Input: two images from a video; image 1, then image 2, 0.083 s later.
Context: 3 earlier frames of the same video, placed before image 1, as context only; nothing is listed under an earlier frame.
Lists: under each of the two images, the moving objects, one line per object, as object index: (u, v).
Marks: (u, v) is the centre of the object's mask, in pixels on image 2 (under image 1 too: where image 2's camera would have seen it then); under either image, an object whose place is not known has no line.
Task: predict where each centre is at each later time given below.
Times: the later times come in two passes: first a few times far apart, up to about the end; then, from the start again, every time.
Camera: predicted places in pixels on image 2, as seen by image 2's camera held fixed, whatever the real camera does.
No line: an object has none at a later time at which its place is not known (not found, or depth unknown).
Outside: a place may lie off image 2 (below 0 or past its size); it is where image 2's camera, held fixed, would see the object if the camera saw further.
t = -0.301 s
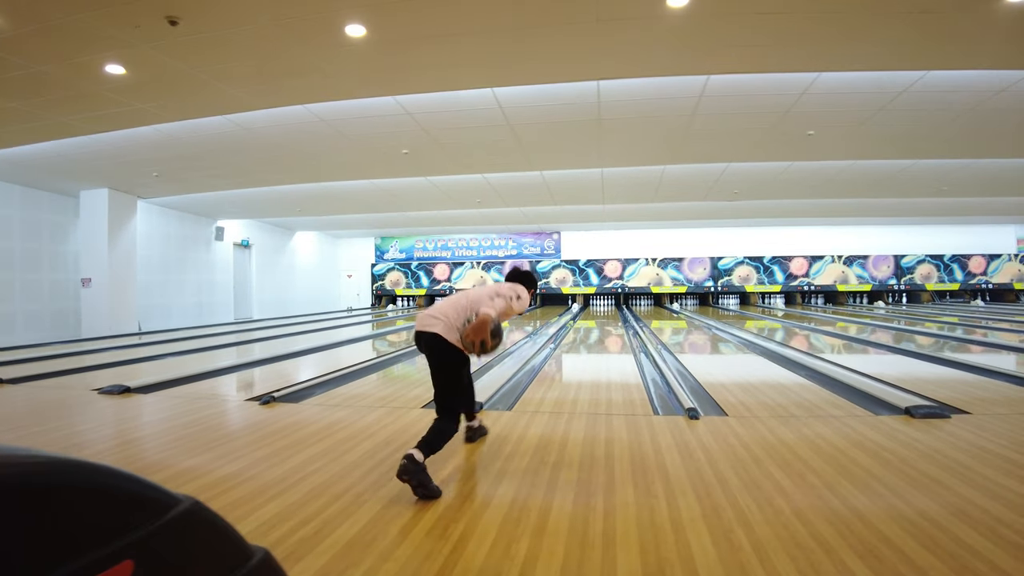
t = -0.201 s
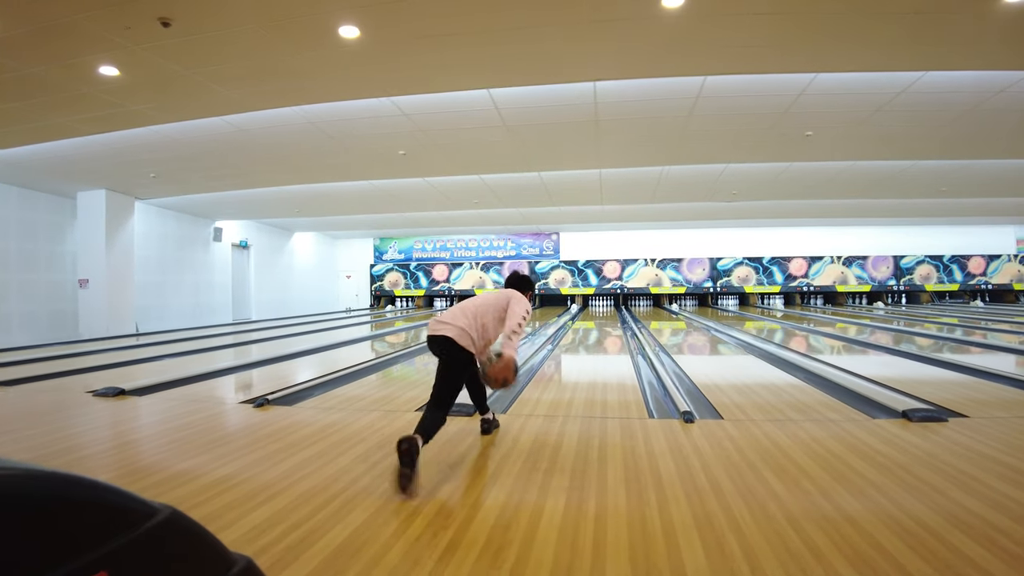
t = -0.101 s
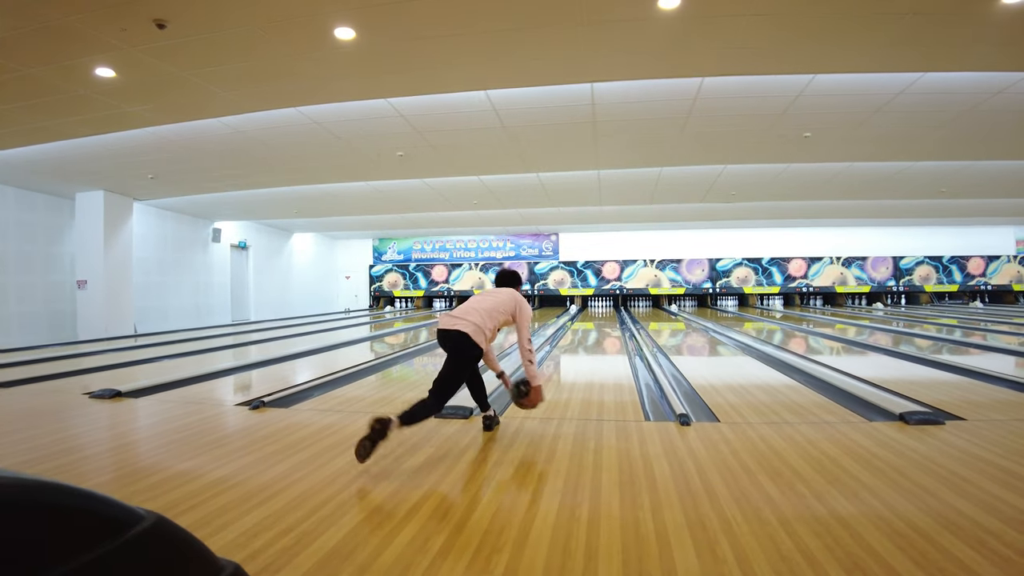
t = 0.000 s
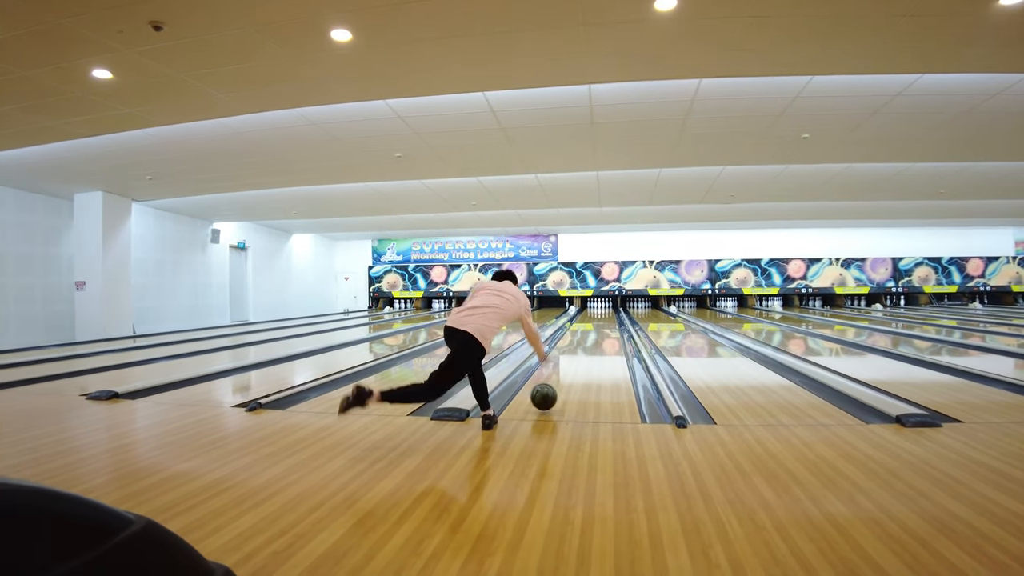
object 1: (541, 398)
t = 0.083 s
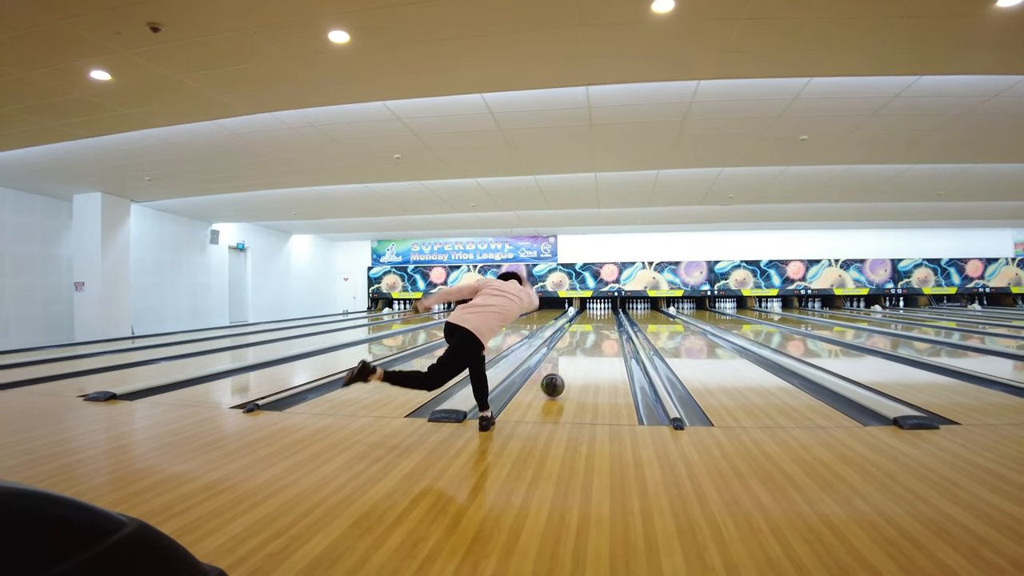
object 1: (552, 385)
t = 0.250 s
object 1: (568, 366)
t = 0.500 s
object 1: (582, 348)
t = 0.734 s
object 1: (591, 336)
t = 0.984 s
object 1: (597, 328)
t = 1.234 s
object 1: (600, 321)
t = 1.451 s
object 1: (603, 317)
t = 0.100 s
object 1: (554, 383)
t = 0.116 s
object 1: (556, 381)
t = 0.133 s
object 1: (557, 379)
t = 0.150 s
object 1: (559, 377)
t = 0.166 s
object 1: (561, 375)
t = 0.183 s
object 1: (562, 373)
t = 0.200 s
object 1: (563, 371)
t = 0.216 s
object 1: (565, 369)
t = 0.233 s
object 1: (566, 367)
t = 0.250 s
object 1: (568, 366)
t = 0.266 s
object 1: (569, 364)
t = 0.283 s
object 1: (570, 363)
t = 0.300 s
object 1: (571, 362)
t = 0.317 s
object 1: (572, 360)
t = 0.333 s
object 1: (573, 359)
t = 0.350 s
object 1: (575, 358)
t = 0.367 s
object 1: (575, 356)
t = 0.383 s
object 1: (577, 355)
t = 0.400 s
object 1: (577, 354)
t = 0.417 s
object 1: (578, 353)
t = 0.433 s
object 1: (579, 352)
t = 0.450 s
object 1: (580, 351)
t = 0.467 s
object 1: (581, 350)
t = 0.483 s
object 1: (581, 349)
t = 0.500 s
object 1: (582, 348)
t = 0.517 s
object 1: (583, 347)
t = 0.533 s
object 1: (583, 346)
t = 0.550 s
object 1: (584, 345)
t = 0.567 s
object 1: (585, 344)
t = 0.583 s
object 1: (586, 343)
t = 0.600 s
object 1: (586, 342)
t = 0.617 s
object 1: (587, 342)
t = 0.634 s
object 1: (588, 341)
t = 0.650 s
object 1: (588, 340)
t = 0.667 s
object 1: (589, 339)
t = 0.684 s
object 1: (590, 338)
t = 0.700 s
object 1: (590, 337)
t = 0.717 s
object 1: (591, 337)
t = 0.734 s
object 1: (591, 336)
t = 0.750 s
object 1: (591, 336)
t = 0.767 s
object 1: (592, 335)
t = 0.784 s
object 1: (592, 335)
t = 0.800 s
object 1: (592, 334)
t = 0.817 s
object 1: (593, 333)
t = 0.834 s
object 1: (594, 333)
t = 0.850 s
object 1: (594, 332)
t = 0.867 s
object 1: (594, 332)
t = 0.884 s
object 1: (595, 331)
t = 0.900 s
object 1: (595, 331)
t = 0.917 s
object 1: (595, 330)
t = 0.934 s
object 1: (596, 329)
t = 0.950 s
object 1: (596, 329)
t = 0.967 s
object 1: (596, 329)
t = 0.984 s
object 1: (597, 328)
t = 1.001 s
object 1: (597, 328)
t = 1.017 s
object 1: (597, 327)
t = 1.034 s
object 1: (597, 327)
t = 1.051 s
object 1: (598, 326)
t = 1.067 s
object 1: (598, 326)
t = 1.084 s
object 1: (598, 326)
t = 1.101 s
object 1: (598, 325)
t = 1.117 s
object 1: (598, 325)
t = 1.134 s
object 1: (599, 324)
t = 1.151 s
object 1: (599, 324)
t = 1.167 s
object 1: (599, 324)
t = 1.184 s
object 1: (600, 323)
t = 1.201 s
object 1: (600, 322)
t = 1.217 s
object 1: (600, 322)
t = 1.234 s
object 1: (600, 321)
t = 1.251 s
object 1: (601, 321)
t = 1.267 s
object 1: (600, 321)
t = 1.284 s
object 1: (601, 320)
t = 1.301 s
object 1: (601, 319)
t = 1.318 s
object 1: (601, 319)
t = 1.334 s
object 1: (602, 320)
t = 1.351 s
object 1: (603, 319)
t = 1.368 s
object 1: (603, 318)
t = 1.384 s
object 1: (603, 318)
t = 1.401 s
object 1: (603, 319)
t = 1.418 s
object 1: (603, 318)
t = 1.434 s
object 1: (604, 318)
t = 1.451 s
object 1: (603, 317)
